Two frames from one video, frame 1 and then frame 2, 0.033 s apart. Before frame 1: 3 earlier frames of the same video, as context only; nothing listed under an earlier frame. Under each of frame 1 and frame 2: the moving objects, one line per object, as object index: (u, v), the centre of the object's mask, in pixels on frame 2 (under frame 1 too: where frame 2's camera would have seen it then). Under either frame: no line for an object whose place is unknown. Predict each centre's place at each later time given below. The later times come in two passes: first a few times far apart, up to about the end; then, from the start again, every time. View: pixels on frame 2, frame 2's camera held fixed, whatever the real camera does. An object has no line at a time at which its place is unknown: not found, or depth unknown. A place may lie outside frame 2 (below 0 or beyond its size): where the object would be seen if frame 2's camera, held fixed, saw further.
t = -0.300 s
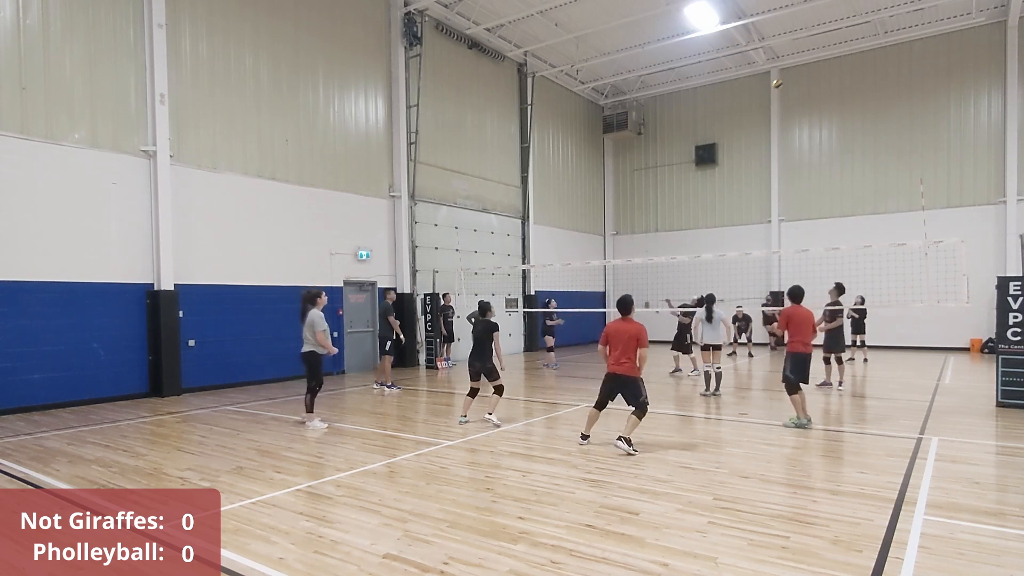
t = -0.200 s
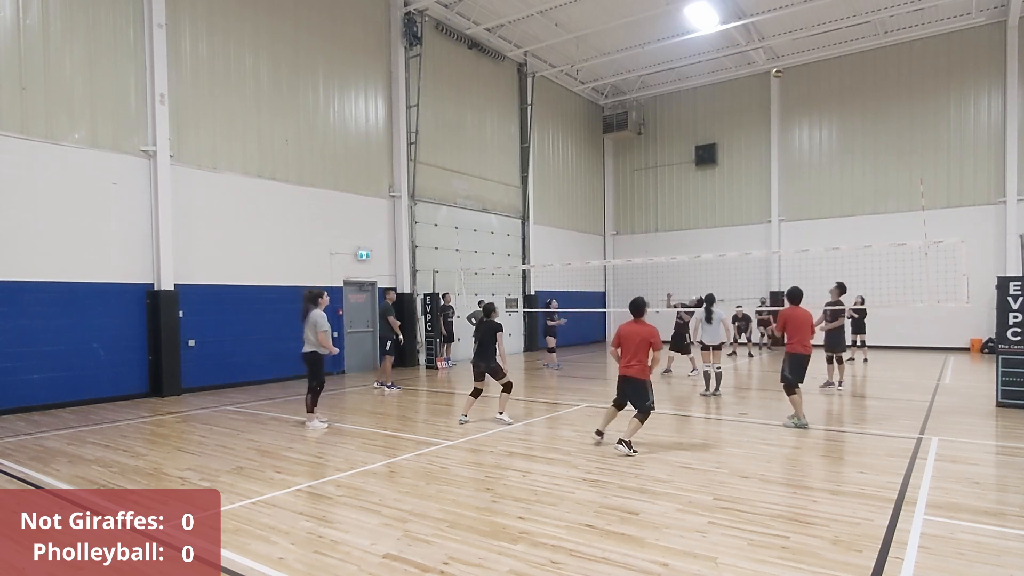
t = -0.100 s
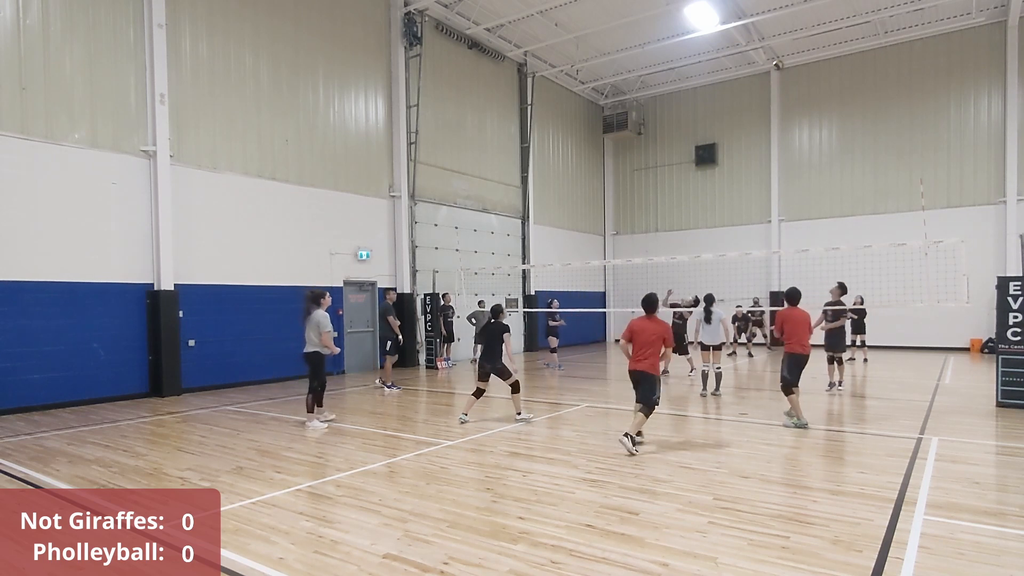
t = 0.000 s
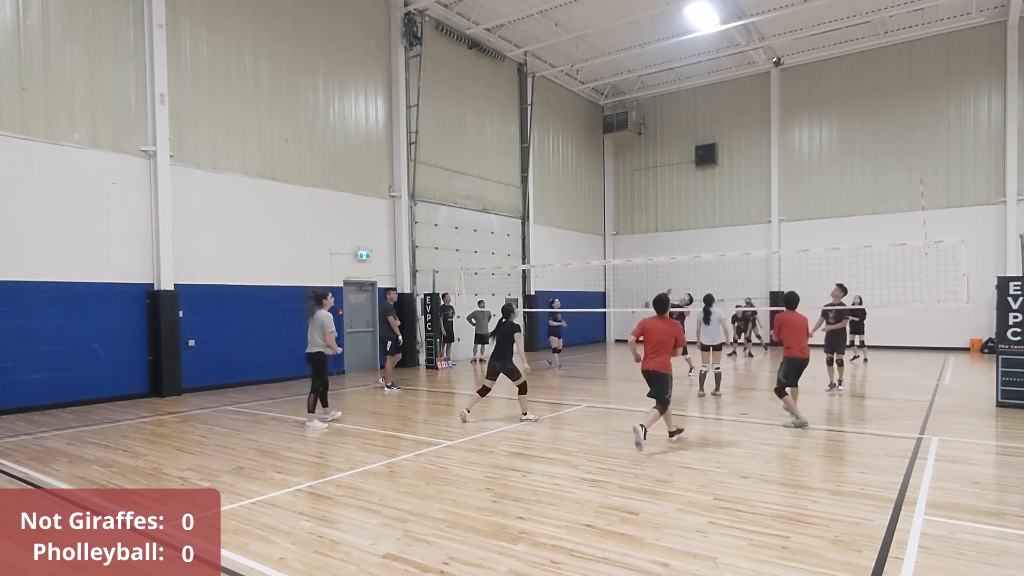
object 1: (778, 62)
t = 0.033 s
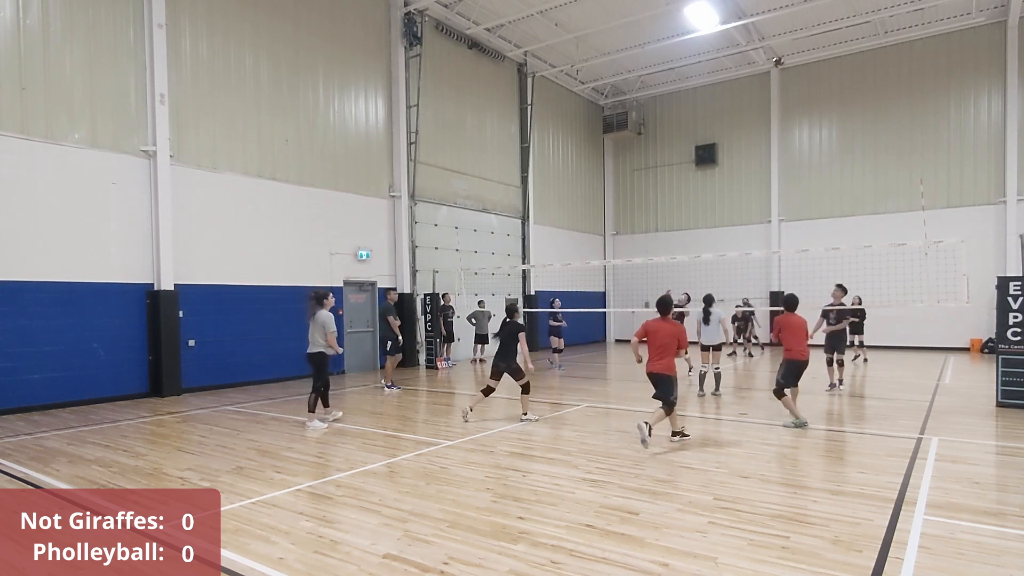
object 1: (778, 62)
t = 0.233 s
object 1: (779, 74)
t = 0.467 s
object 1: (782, 118)
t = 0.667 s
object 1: (783, 188)
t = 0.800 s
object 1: (785, 254)
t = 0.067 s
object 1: (778, 62)
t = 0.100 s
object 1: (778, 63)
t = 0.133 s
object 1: (779, 65)
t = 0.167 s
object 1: (779, 67)
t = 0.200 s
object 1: (779, 70)
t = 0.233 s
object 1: (779, 74)
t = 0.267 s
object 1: (780, 78)
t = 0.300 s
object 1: (780, 82)
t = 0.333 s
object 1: (780, 88)
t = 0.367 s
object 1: (781, 94)
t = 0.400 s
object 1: (782, 100)
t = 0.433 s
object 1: (782, 109)
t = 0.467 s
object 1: (782, 118)
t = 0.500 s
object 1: (782, 127)
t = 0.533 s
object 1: (782, 138)
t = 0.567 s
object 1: (782, 149)
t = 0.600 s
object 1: (783, 161)
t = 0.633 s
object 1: (783, 174)
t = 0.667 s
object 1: (783, 188)
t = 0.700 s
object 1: (784, 202)
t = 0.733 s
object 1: (784, 218)
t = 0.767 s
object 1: (785, 236)
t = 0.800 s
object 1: (785, 254)
